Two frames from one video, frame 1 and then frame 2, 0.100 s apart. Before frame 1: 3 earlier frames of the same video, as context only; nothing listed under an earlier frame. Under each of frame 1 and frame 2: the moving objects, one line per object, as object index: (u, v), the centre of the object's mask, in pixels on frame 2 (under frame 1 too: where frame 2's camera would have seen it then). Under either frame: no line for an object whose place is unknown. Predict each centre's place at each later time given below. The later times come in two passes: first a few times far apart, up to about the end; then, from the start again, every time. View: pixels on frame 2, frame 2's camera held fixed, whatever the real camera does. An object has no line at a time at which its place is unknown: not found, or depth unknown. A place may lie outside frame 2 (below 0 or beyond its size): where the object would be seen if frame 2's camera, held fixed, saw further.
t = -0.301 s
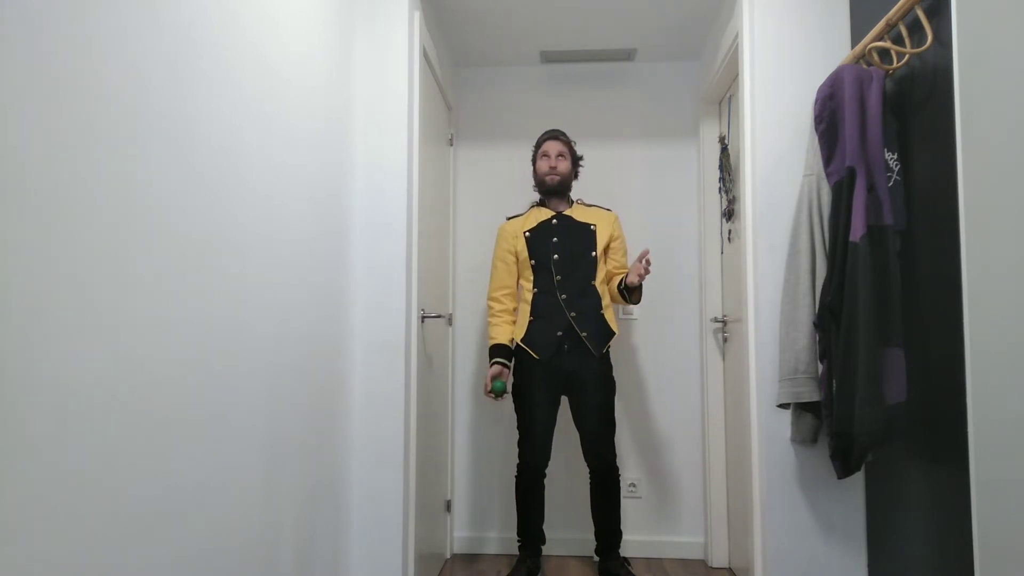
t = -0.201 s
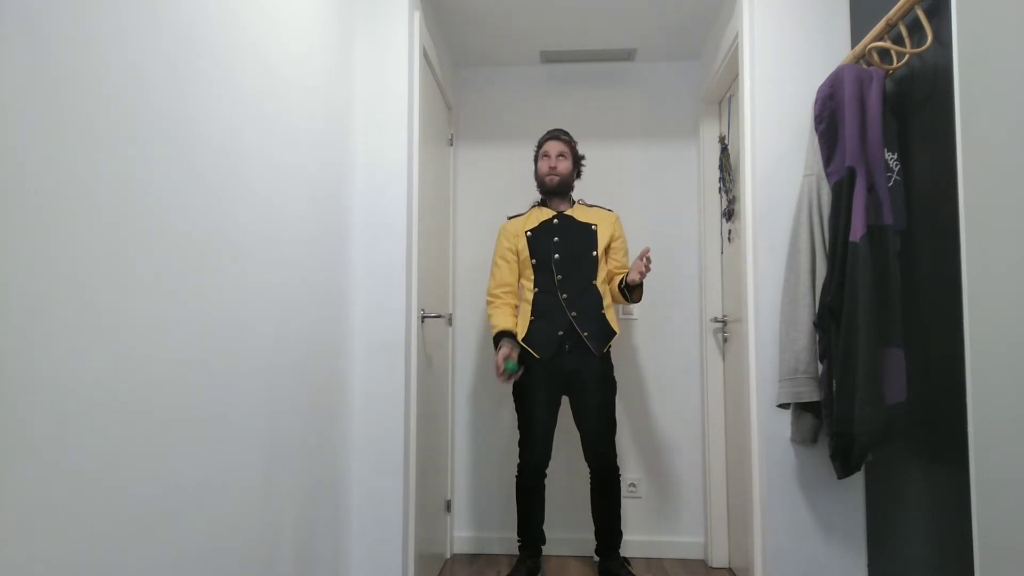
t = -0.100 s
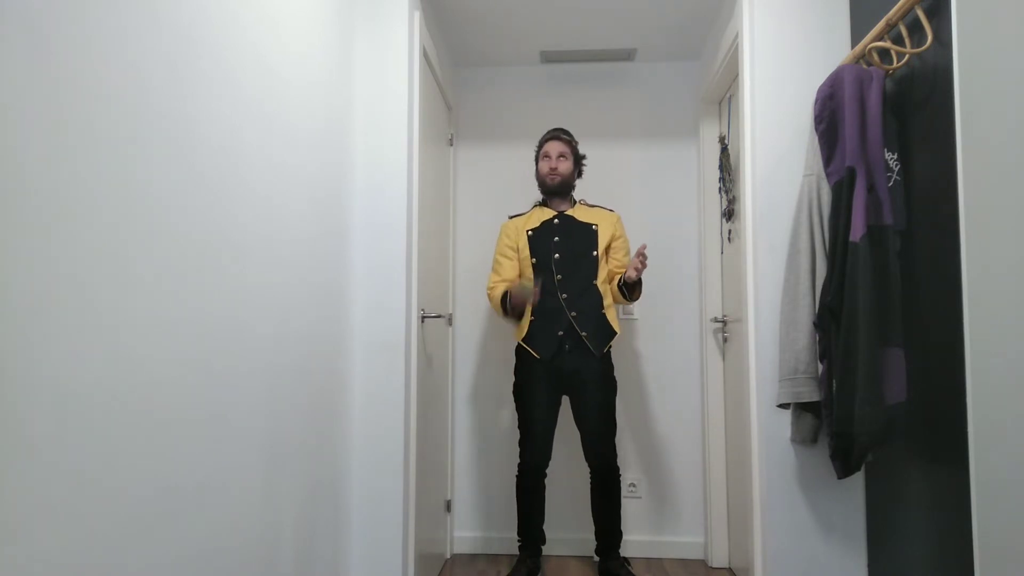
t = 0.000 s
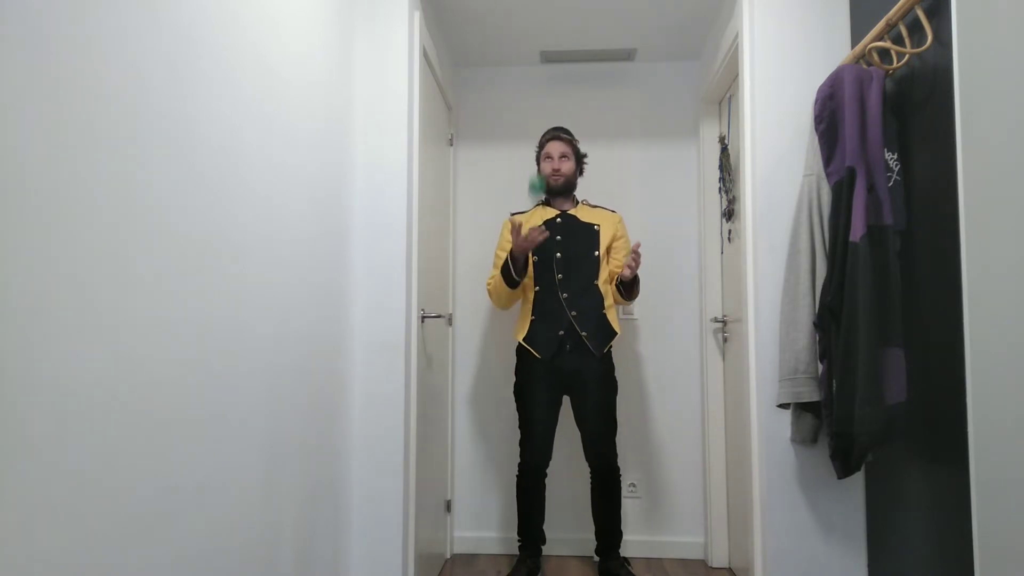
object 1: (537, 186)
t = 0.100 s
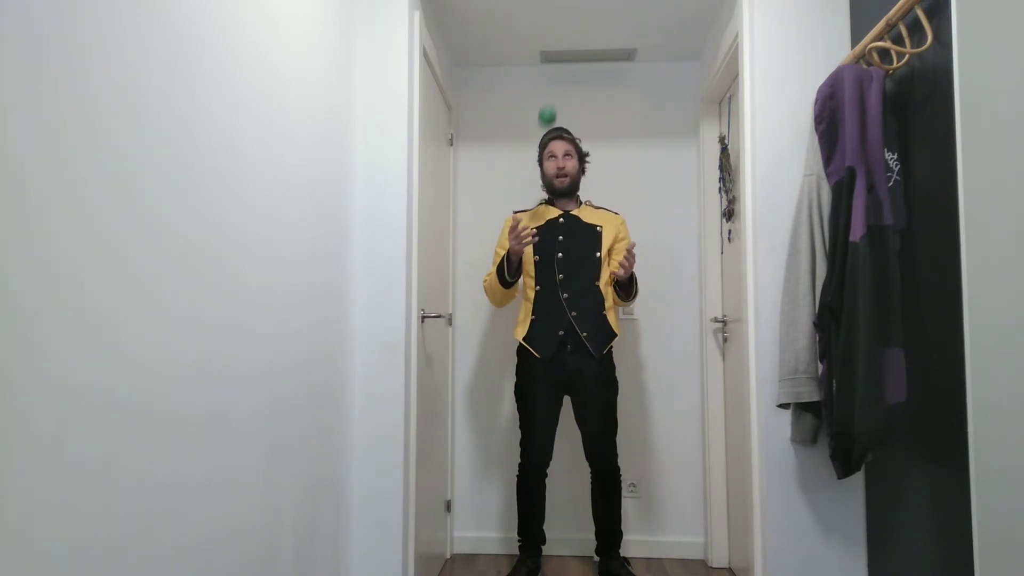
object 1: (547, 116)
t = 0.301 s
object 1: (567, 62)
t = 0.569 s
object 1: (594, 153)
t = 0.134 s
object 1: (550, 100)
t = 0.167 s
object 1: (554, 86)
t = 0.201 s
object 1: (557, 75)
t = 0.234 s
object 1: (560, 68)
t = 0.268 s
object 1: (564, 63)
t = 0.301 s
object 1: (567, 62)
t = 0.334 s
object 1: (570, 63)
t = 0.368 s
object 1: (573, 67)
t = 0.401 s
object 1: (577, 74)
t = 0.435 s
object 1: (580, 85)
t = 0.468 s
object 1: (583, 97)
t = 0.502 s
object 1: (586, 113)
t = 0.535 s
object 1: (590, 132)
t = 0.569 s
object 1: (594, 153)
